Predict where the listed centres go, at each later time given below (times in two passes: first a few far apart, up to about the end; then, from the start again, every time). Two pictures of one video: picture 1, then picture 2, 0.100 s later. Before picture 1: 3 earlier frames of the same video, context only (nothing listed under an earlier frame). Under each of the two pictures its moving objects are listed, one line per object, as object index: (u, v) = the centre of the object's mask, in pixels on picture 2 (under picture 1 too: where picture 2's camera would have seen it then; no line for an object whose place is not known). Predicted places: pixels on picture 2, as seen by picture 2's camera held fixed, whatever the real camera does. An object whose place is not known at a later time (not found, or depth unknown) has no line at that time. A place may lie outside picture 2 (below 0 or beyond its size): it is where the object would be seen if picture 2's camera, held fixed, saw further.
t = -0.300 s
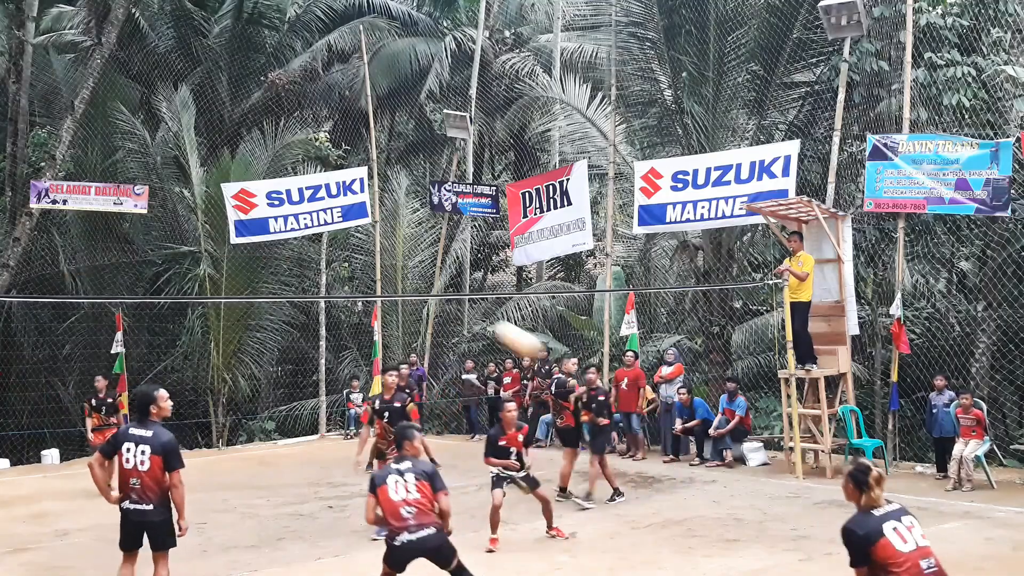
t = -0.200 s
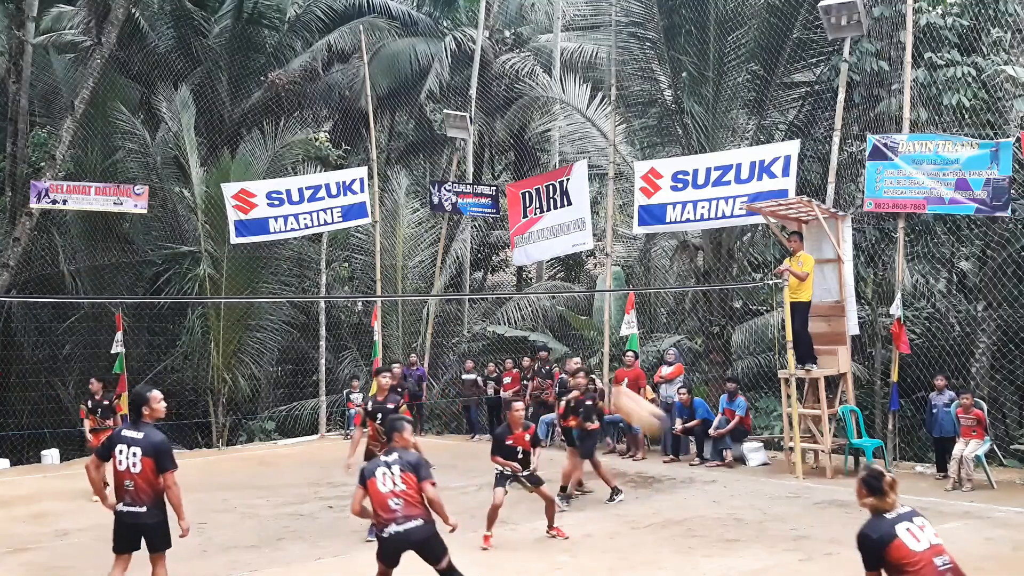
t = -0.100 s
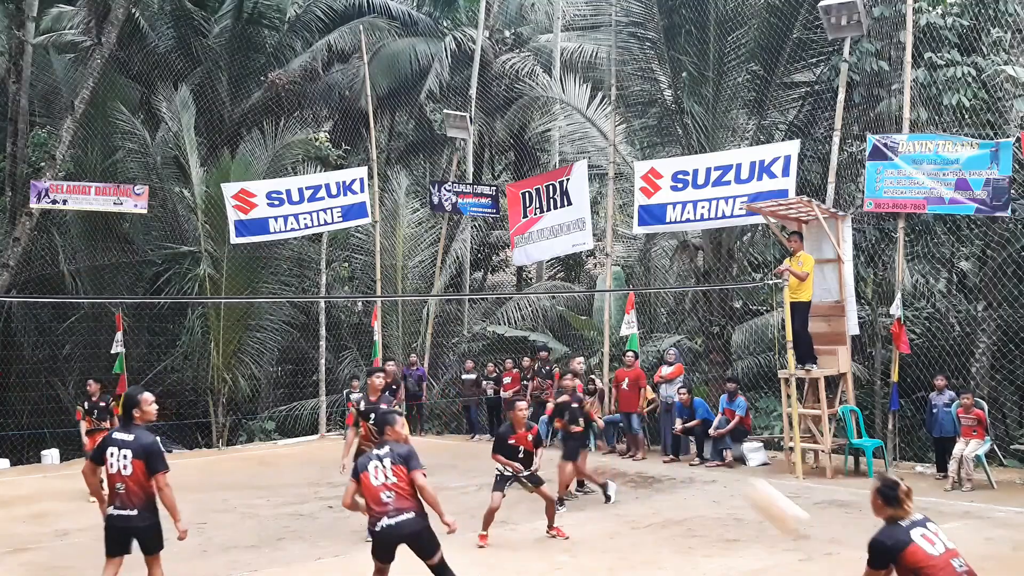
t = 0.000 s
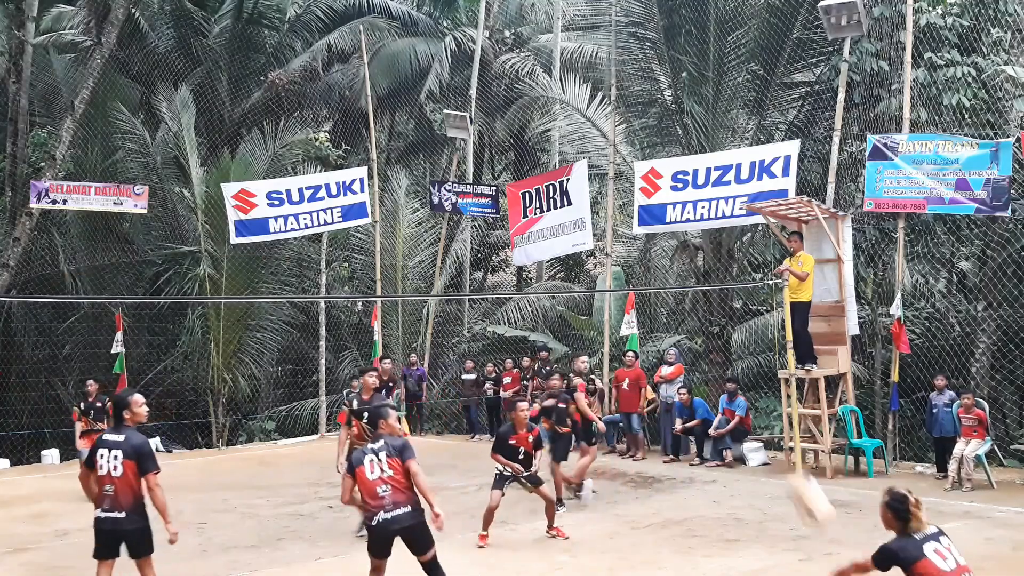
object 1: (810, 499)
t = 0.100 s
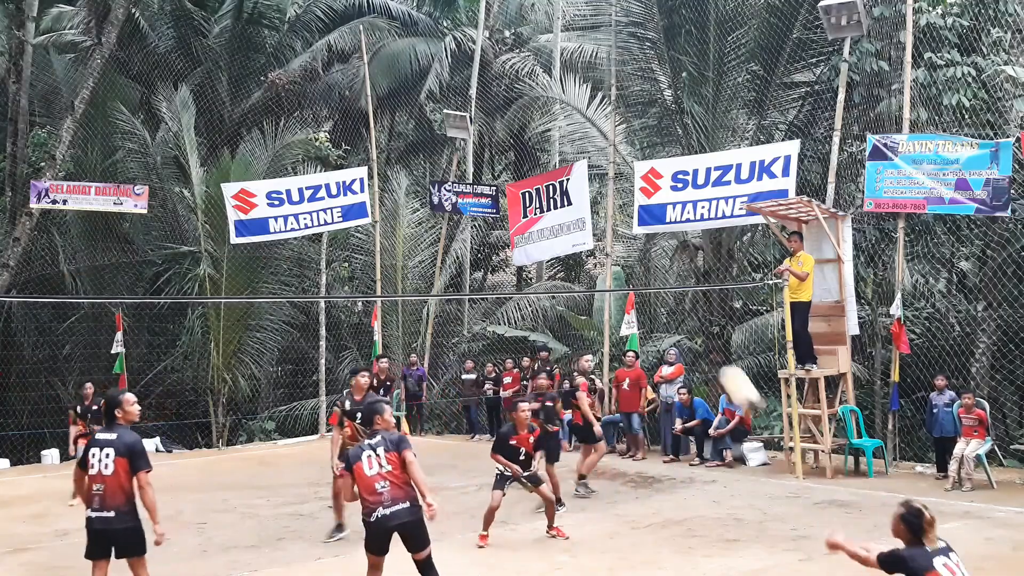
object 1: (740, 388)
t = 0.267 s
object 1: (642, 263)
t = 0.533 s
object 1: (513, 158)
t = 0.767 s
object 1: (423, 148)
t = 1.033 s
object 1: (336, 212)
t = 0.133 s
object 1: (718, 359)
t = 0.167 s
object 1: (698, 334)
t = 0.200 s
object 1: (679, 308)
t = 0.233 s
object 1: (659, 283)
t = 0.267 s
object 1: (642, 263)
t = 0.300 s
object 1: (624, 243)
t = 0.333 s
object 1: (606, 224)
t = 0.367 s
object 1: (589, 207)
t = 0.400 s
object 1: (573, 194)
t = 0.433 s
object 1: (556, 183)
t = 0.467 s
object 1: (541, 172)
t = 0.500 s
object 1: (528, 164)
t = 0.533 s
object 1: (513, 158)
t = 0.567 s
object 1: (501, 153)
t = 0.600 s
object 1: (487, 149)
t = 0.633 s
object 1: (473, 146)
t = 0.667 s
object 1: (459, 143)
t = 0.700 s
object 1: (447, 145)
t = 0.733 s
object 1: (434, 146)
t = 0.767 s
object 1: (423, 148)
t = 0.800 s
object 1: (411, 153)
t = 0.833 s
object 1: (400, 157)
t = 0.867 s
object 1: (388, 164)
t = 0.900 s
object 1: (379, 170)
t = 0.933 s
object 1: (368, 177)
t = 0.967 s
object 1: (356, 191)
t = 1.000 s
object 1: (346, 202)
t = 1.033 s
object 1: (336, 212)
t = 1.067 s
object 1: (326, 224)
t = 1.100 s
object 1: (317, 240)
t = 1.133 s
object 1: (307, 253)
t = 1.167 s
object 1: (298, 267)
